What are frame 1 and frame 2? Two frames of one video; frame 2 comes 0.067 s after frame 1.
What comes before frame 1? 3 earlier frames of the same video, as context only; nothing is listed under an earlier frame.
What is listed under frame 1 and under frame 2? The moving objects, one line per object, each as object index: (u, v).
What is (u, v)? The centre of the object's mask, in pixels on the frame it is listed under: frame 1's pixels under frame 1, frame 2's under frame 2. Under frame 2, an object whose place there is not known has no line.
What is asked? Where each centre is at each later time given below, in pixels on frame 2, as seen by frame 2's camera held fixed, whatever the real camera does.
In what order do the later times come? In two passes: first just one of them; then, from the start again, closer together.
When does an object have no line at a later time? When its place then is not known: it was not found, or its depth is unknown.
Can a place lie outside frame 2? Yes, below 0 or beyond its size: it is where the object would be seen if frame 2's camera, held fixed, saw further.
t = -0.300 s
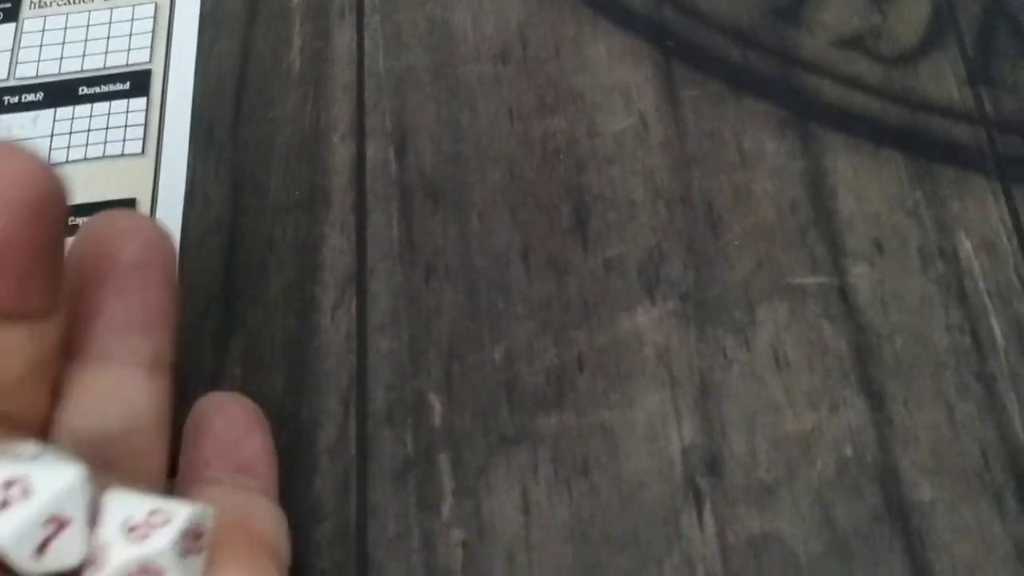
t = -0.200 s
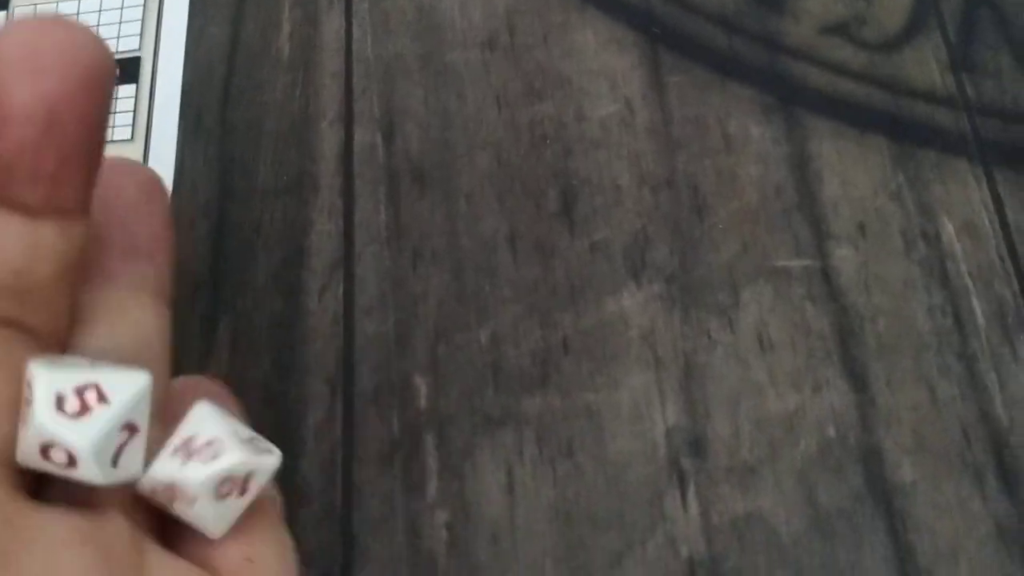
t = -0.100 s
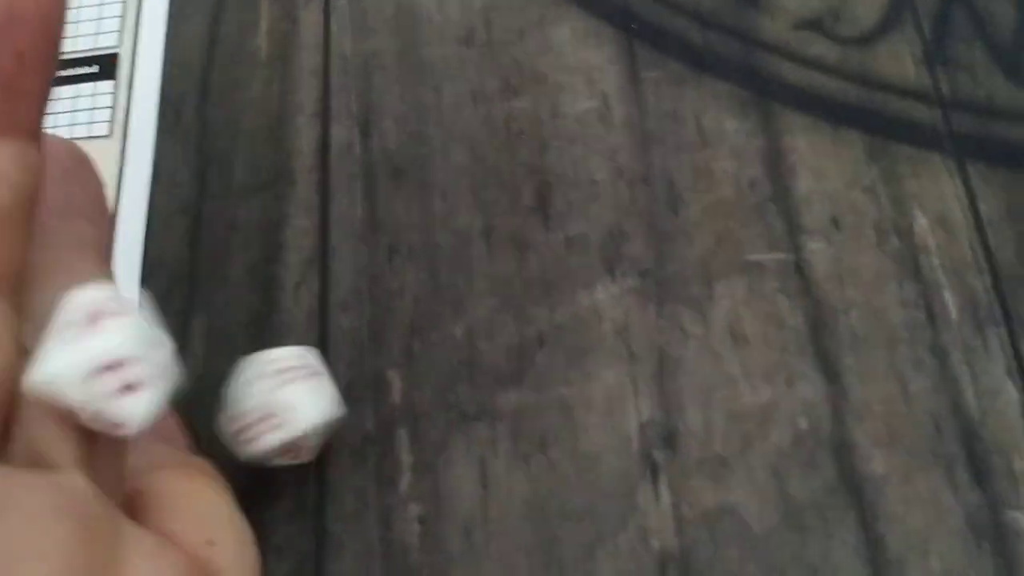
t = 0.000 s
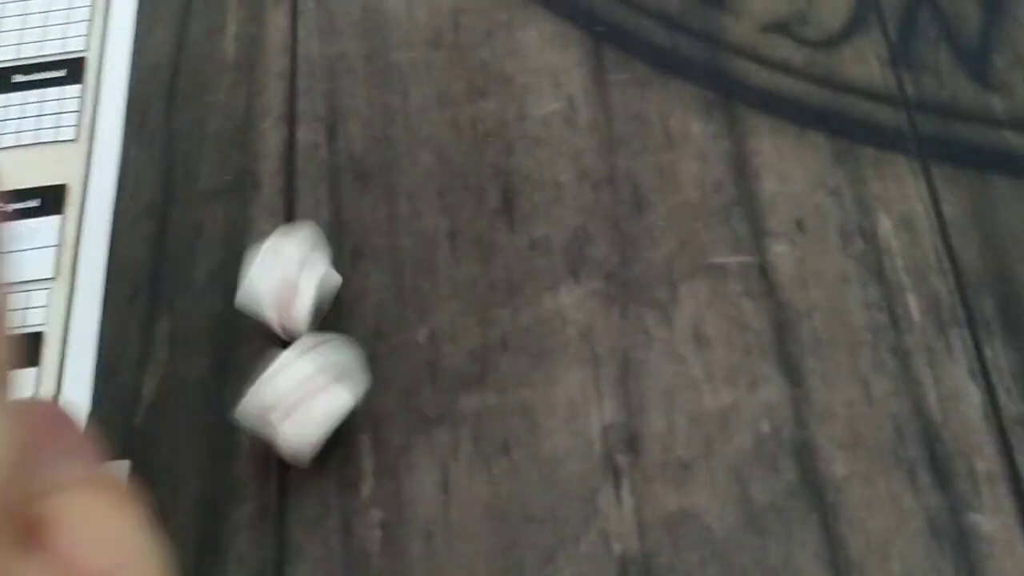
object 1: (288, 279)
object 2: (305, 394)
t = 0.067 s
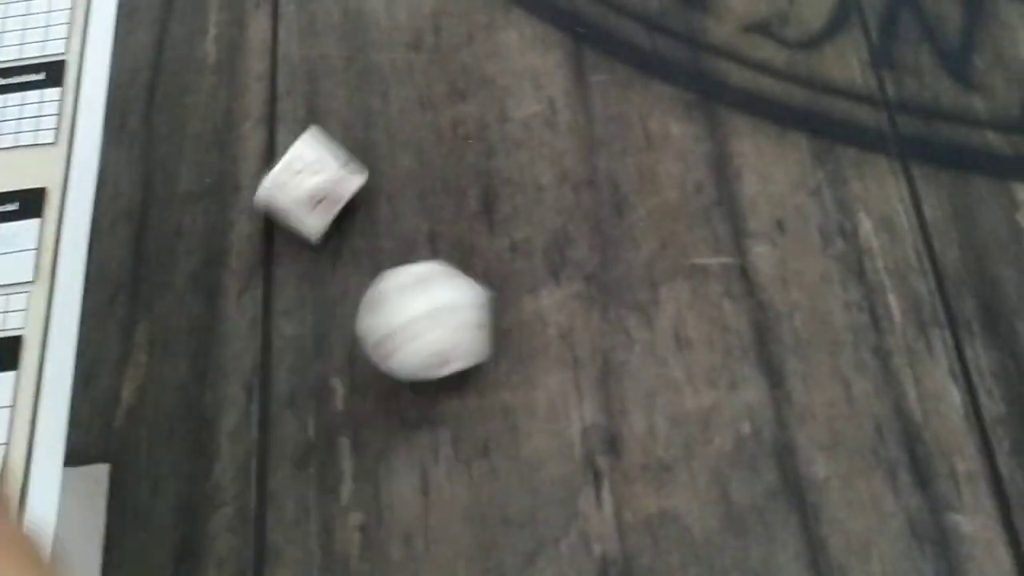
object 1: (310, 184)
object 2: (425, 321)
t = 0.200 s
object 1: (375, 102)
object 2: (635, 148)
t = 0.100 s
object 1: (333, 149)
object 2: (493, 271)
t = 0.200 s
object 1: (375, 102)
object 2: (635, 148)
